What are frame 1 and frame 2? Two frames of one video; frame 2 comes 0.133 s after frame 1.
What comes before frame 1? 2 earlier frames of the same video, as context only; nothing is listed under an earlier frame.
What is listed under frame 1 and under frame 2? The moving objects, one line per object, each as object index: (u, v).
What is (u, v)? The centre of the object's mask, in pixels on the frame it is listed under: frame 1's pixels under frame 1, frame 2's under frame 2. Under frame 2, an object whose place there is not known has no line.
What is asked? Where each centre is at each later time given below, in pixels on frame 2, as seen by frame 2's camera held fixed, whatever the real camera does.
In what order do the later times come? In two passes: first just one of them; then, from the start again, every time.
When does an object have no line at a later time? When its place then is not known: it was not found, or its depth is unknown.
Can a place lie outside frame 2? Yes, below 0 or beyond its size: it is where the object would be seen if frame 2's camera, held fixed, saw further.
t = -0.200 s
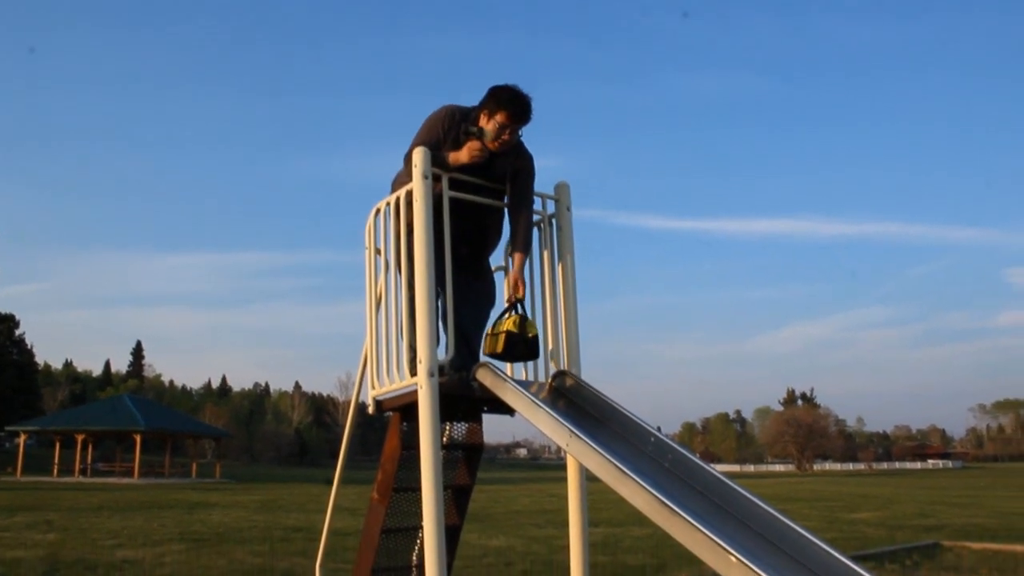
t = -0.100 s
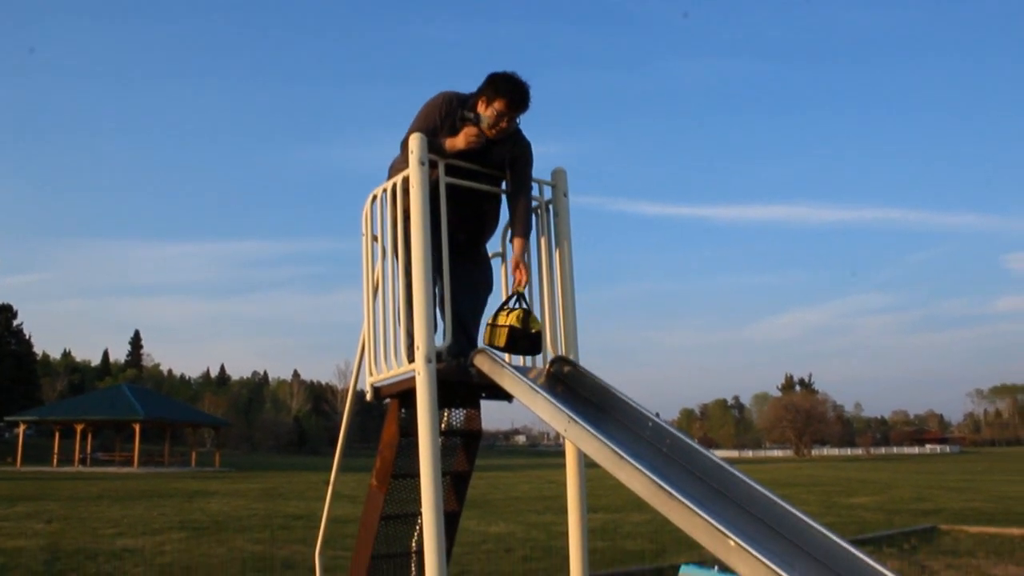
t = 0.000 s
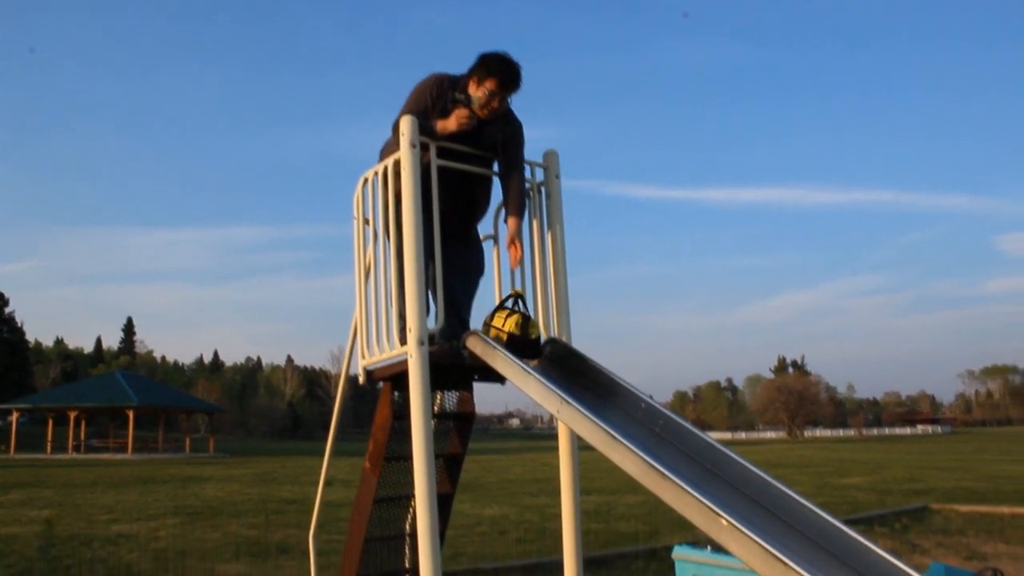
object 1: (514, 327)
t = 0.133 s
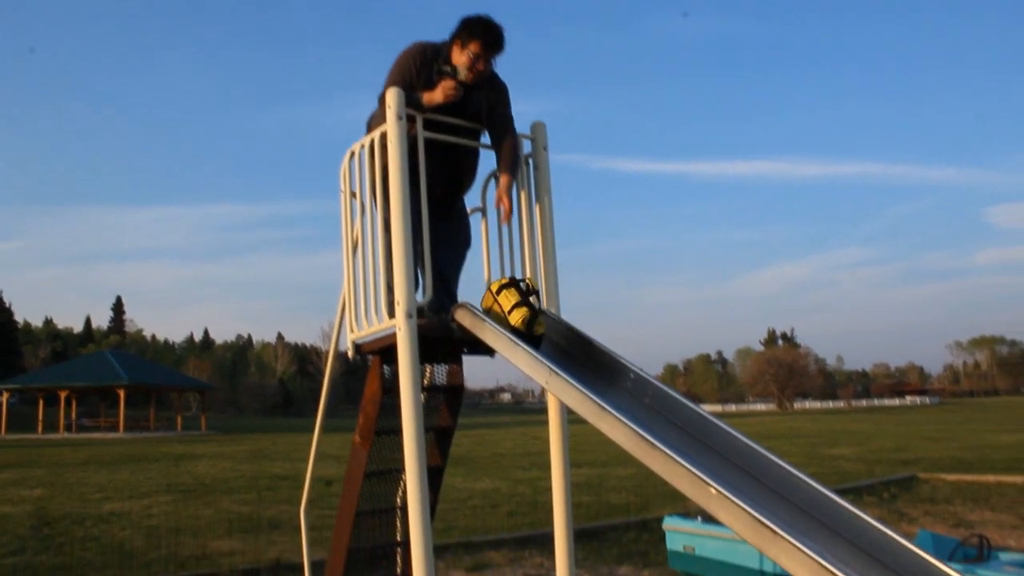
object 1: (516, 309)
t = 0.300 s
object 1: (548, 333)
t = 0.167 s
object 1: (521, 312)
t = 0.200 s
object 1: (527, 317)
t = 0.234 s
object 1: (534, 323)
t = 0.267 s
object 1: (541, 328)
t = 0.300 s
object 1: (548, 333)
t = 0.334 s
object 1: (556, 337)
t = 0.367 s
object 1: (563, 342)
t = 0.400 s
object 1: (572, 348)
